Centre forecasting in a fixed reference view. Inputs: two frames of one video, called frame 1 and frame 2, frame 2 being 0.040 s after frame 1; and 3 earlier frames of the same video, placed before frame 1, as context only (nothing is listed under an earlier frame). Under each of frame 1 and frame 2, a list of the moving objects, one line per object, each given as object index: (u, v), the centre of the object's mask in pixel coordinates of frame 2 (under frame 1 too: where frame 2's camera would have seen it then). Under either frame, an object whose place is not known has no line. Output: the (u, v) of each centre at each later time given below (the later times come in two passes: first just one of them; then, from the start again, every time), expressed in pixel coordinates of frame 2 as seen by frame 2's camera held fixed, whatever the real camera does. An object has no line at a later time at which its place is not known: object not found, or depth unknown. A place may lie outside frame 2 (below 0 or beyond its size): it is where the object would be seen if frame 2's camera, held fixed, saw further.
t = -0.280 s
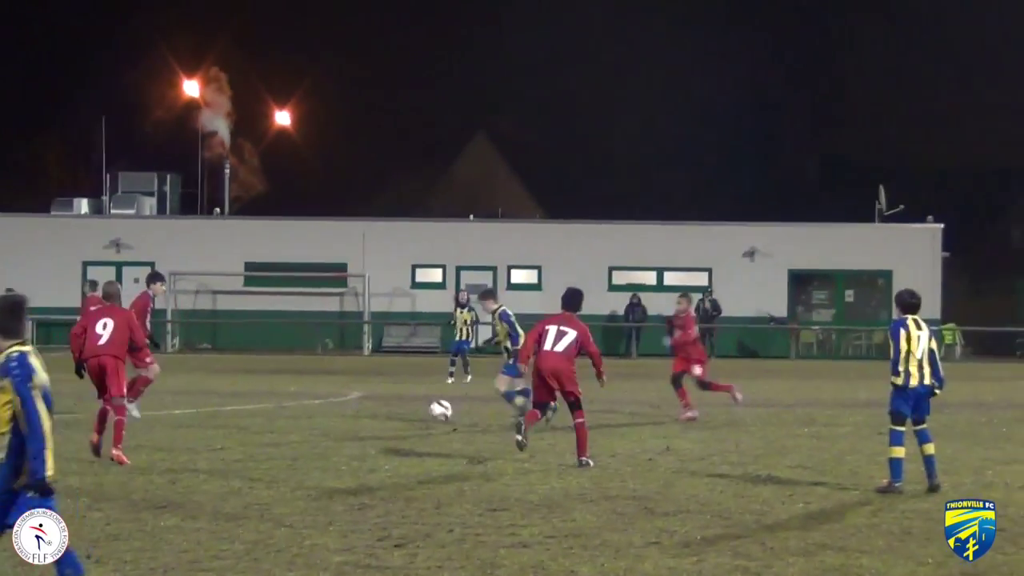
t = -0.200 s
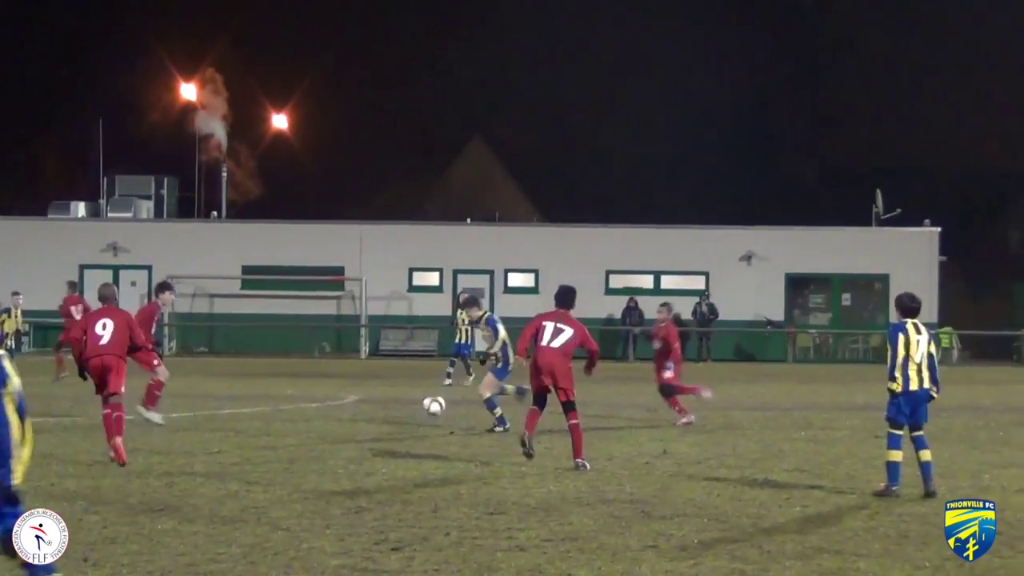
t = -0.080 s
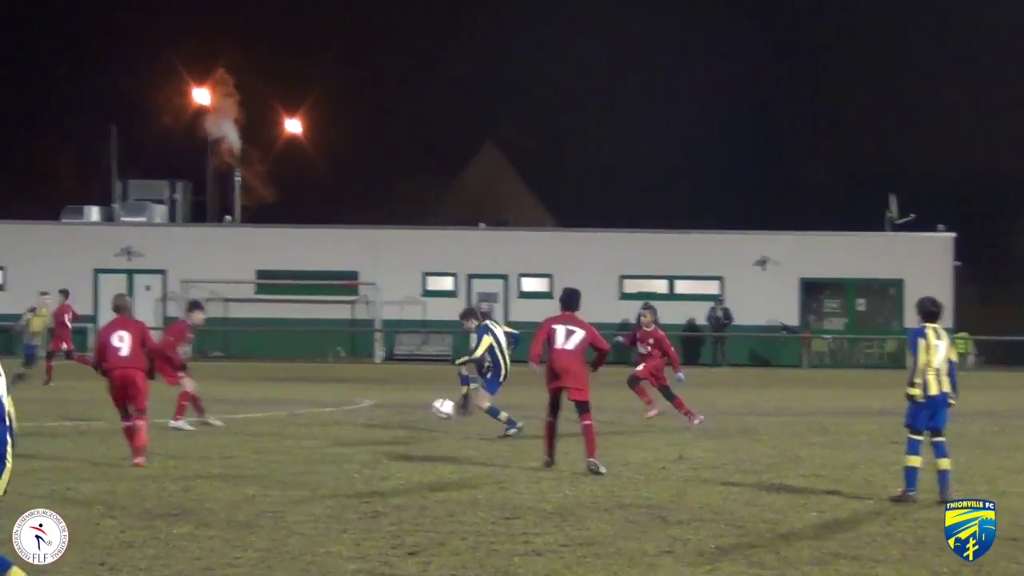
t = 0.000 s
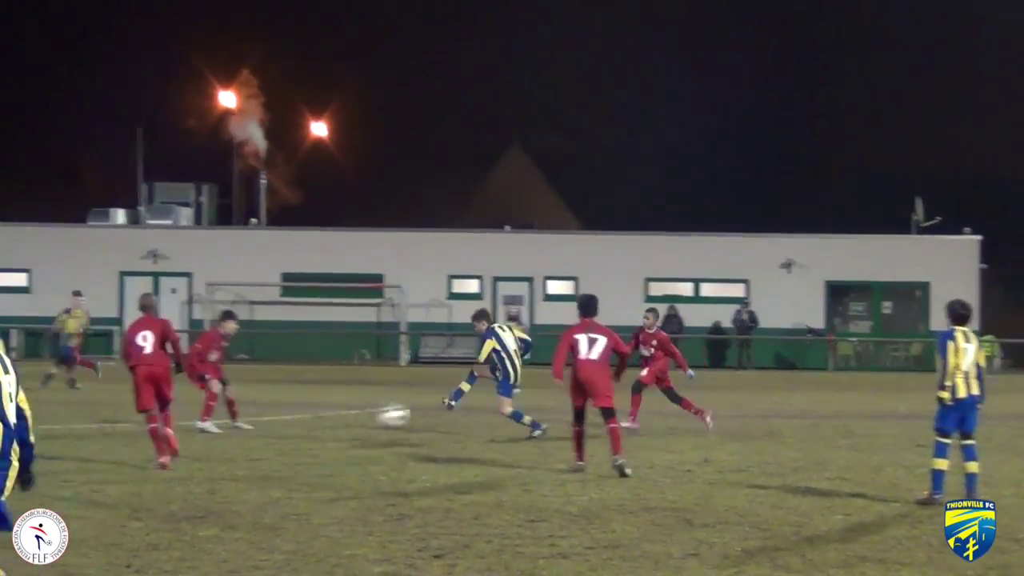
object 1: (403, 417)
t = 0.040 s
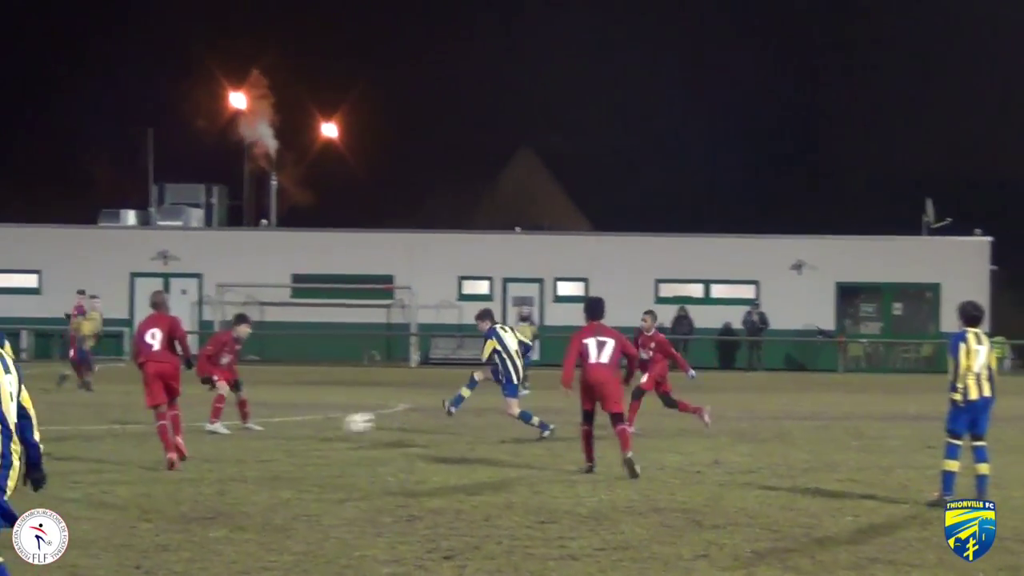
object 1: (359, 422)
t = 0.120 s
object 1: (277, 422)
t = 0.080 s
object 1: (314, 427)
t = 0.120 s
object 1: (277, 422)
